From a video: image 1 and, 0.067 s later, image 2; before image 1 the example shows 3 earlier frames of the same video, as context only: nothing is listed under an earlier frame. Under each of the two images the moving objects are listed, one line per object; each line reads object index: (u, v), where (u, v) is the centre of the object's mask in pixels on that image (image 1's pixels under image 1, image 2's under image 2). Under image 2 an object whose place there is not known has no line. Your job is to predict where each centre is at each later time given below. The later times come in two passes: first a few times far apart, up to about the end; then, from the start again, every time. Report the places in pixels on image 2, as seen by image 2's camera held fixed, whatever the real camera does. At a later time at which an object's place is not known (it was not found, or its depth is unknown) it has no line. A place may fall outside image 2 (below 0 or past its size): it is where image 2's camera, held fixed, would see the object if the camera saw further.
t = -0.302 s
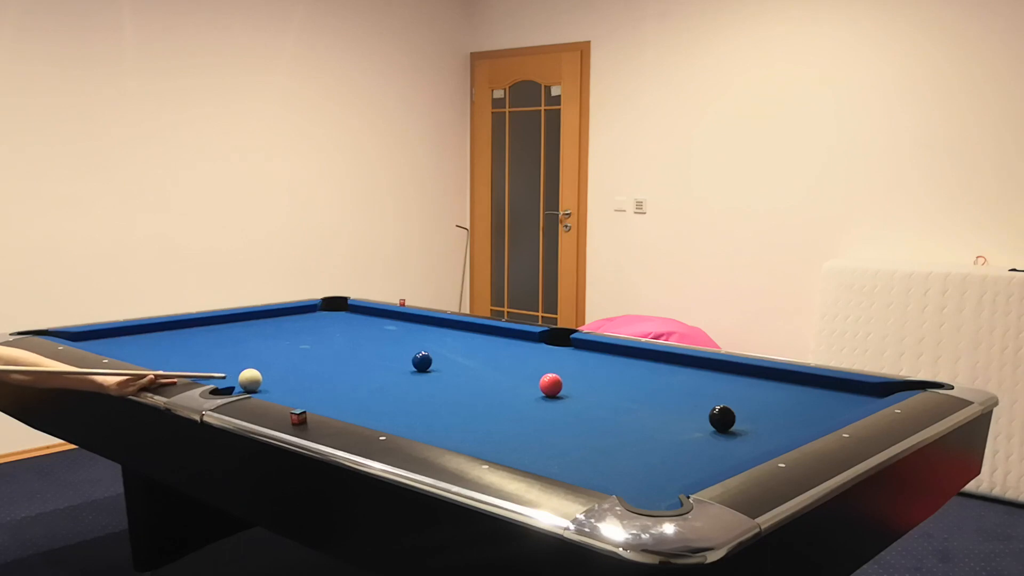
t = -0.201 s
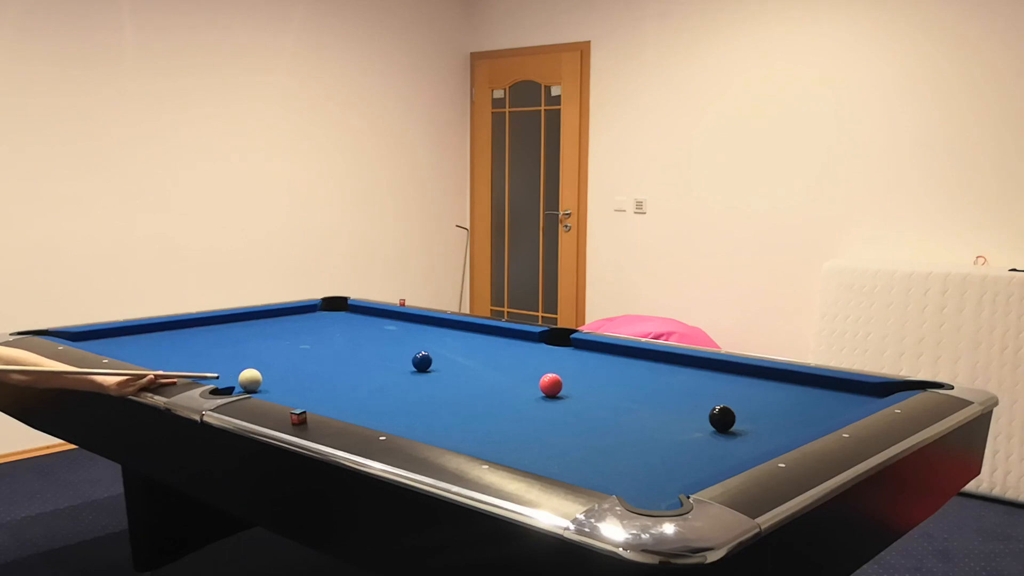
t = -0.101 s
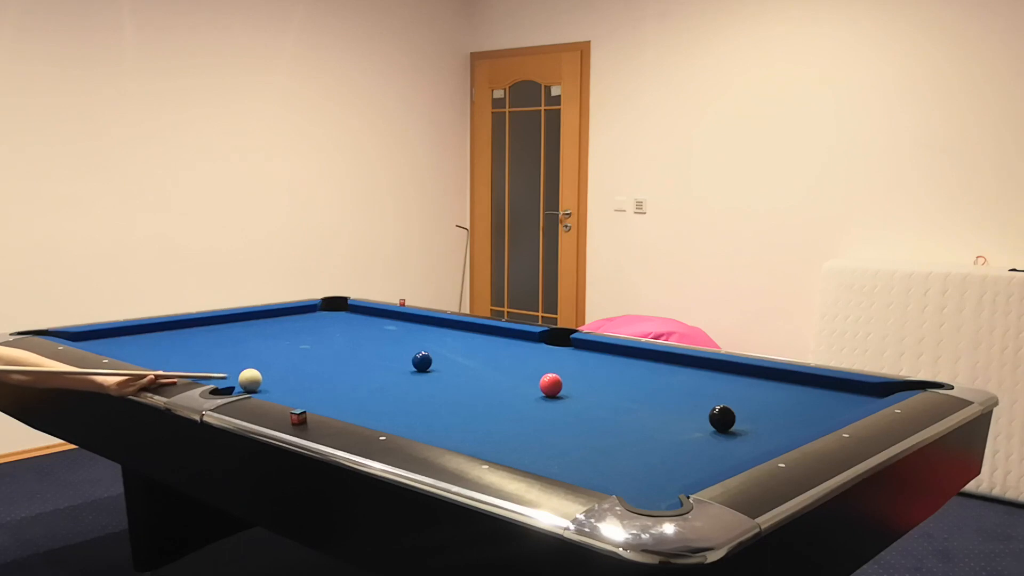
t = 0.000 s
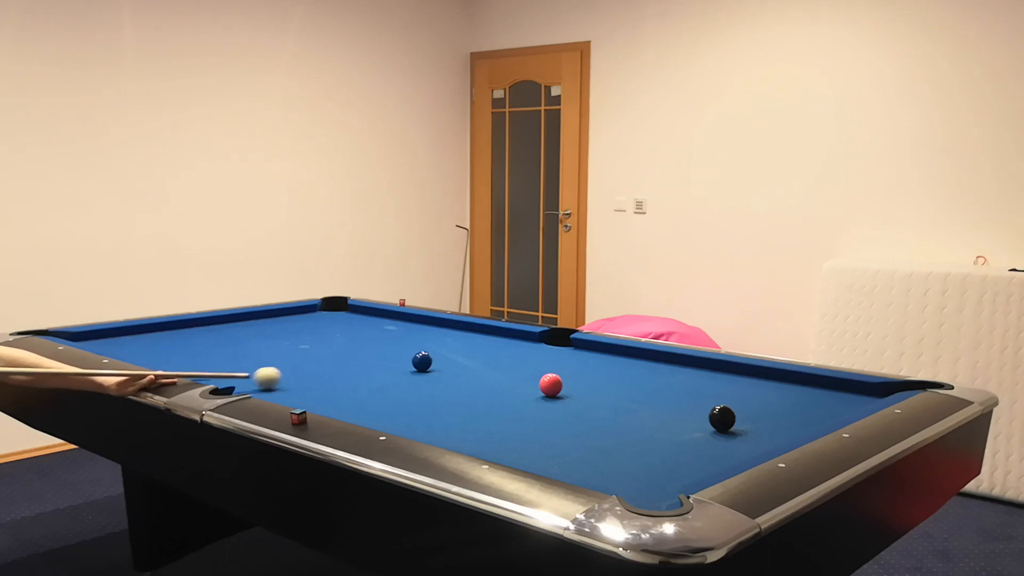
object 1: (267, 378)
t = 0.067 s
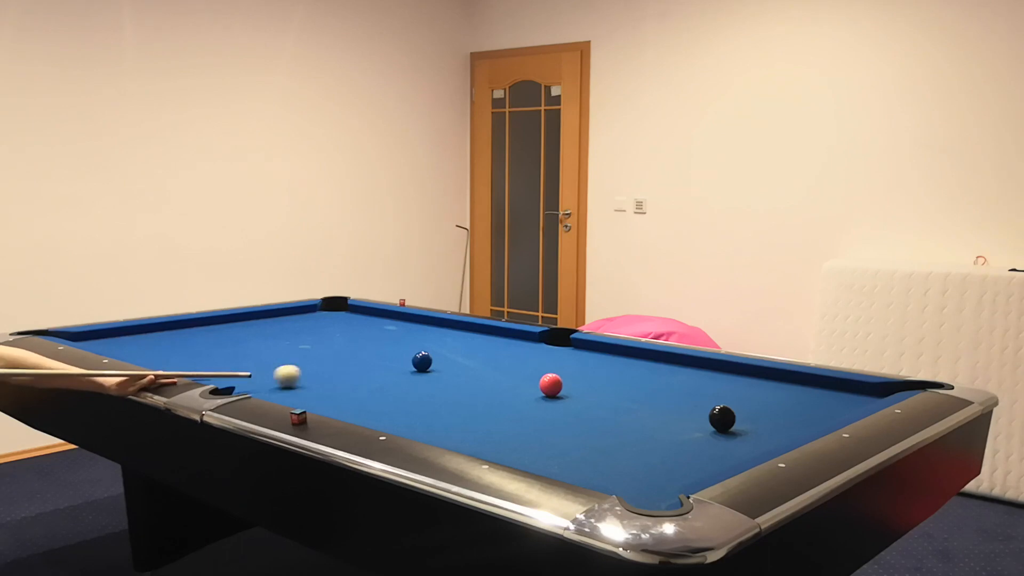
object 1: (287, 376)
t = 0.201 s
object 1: (325, 372)
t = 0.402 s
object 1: (379, 366)
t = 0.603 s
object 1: (413, 364)
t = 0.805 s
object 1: (430, 364)
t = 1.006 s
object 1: (446, 365)
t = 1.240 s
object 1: (464, 365)
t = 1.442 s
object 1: (477, 365)
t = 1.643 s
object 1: (490, 365)
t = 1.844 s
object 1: (501, 365)
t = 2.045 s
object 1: (511, 365)
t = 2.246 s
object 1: (520, 365)
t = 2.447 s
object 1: (527, 365)
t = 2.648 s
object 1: (534, 365)
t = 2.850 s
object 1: (539, 365)
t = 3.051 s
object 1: (543, 365)
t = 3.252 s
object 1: (545, 364)
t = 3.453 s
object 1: (547, 364)
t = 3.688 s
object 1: (548, 364)
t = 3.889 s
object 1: (548, 363)
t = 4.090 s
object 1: (548, 364)
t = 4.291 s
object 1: (548, 364)
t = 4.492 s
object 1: (548, 364)
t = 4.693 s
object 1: (548, 364)
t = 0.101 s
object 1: (297, 375)
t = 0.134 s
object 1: (307, 374)
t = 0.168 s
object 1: (316, 373)
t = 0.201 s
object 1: (325, 372)
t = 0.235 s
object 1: (335, 371)
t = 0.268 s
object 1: (343, 370)
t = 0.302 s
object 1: (352, 369)
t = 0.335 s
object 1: (361, 368)
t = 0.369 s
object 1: (370, 367)
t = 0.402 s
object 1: (379, 366)
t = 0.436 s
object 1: (387, 366)
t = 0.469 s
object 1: (395, 365)
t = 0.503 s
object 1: (403, 364)
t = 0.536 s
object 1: (408, 364)
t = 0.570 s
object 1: (410, 364)
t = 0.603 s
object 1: (413, 364)
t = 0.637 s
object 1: (416, 364)
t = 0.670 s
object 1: (419, 364)
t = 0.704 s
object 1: (422, 364)
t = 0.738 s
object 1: (425, 364)
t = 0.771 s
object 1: (427, 364)
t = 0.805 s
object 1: (430, 364)
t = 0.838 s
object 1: (433, 364)
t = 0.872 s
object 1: (436, 364)
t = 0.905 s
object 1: (438, 365)
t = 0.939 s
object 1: (441, 365)
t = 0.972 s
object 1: (444, 365)
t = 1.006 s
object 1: (446, 365)
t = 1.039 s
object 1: (449, 365)
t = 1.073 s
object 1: (452, 365)
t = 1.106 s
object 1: (454, 365)
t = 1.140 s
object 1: (457, 365)
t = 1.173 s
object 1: (459, 365)
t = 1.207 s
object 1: (461, 365)
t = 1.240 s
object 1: (464, 365)
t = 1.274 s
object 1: (466, 365)
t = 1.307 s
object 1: (468, 365)
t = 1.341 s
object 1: (471, 365)
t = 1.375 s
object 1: (473, 365)
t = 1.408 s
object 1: (475, 365)
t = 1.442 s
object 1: (477, 365)
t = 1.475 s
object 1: (480, 365)
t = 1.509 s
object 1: (482, 365)
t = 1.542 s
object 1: (484, 365)
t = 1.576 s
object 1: (486, 365)
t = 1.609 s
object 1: (488, 365)
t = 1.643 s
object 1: (490, 365)
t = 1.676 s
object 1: (492, 365)
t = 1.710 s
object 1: (494, 365)
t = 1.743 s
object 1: (496, 365)
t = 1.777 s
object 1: (497, 365)
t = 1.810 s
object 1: (499, 365)
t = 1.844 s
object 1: (501, 365)
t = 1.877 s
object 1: (503, 365)
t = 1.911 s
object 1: (504, 365)
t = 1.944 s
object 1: (506, 365)
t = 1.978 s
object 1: (508, 365)
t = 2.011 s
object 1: (509, 365)
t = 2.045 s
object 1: (511, 365)
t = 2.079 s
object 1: (512, 365)
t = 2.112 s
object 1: (514, 365)
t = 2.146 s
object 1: (516, 365)
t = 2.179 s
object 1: (517, 365)
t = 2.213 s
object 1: (518, 365)
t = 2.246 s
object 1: (520, 365)
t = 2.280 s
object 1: (521, 365)
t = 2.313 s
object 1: (523, 365)
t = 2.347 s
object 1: (524, 365)
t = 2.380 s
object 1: (525, 365)
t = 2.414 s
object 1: (526, 365)
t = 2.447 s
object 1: (527, 365)
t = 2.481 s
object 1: (529, 365)
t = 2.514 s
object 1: (530, 365)
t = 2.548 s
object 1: (531, 365)
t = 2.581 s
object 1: (532, 365)
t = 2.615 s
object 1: (533, 365)
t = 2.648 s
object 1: (534, 365)
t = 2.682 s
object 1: (535, 365)
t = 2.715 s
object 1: (536, 365)
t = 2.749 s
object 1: (537, 365)
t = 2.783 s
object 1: (537, 365)
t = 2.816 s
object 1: (538, 365)
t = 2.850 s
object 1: (539, 365)
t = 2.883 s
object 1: (540, 365)
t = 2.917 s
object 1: (540, 365)
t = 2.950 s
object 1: (541, 365)
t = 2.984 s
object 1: (541, 365)
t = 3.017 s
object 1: (542, 365)
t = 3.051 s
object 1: (543, 365)
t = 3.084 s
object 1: (543, 365)
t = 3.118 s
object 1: (544, 364)
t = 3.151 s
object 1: (544, 364)
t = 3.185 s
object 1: (545, 364)
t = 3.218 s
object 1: (545, 364)
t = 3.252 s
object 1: (545, 364)
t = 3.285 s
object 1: (546, 364)
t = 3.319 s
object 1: (546, 364)
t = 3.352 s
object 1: (546, 364)
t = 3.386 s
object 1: (547, 364)
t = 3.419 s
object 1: (547, 364)
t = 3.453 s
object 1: (547, 364)
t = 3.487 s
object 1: (547, 364)
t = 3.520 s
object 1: (548, 364)
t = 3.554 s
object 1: (548, 364)
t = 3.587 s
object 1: (548, 364)
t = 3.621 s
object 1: (548, 364)
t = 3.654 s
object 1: (548, 364)
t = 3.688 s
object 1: (548, 364)
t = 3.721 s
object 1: (548, 364)
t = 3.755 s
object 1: (548, 364)
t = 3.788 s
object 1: (548, 364)
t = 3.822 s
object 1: (548, 364)
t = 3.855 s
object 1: (548, 364)
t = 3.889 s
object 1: (548, 363)
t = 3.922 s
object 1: (548, 363)
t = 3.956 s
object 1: (548, 363)
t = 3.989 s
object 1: (548, 363)
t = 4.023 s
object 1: (548, 364)
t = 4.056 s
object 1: (548, 364)
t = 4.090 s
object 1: (548, 364)
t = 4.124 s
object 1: (548, 364)
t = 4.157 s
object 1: (548, 364)
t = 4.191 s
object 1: (548, 364)
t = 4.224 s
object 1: (548, 364)
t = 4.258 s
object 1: (548, 364)
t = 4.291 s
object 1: (548, 364)
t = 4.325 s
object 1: (548, 364)
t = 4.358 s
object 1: (548, 364)
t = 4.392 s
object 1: (548, 364)
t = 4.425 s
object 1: (548, 364)
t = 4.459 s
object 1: (548, 364)
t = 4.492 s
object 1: (548, 364)
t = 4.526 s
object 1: (548, 364)
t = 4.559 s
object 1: (548, 364)
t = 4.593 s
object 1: (548, 364)
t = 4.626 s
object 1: (548, 364)
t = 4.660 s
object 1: (548, 364)
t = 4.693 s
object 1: (548, 364)
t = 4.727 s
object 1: (548, 364)
